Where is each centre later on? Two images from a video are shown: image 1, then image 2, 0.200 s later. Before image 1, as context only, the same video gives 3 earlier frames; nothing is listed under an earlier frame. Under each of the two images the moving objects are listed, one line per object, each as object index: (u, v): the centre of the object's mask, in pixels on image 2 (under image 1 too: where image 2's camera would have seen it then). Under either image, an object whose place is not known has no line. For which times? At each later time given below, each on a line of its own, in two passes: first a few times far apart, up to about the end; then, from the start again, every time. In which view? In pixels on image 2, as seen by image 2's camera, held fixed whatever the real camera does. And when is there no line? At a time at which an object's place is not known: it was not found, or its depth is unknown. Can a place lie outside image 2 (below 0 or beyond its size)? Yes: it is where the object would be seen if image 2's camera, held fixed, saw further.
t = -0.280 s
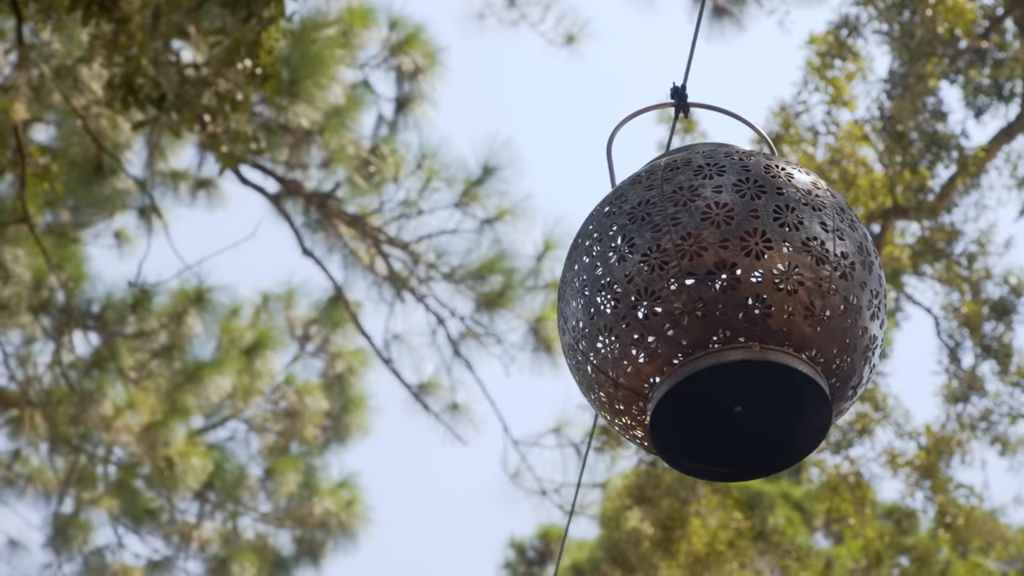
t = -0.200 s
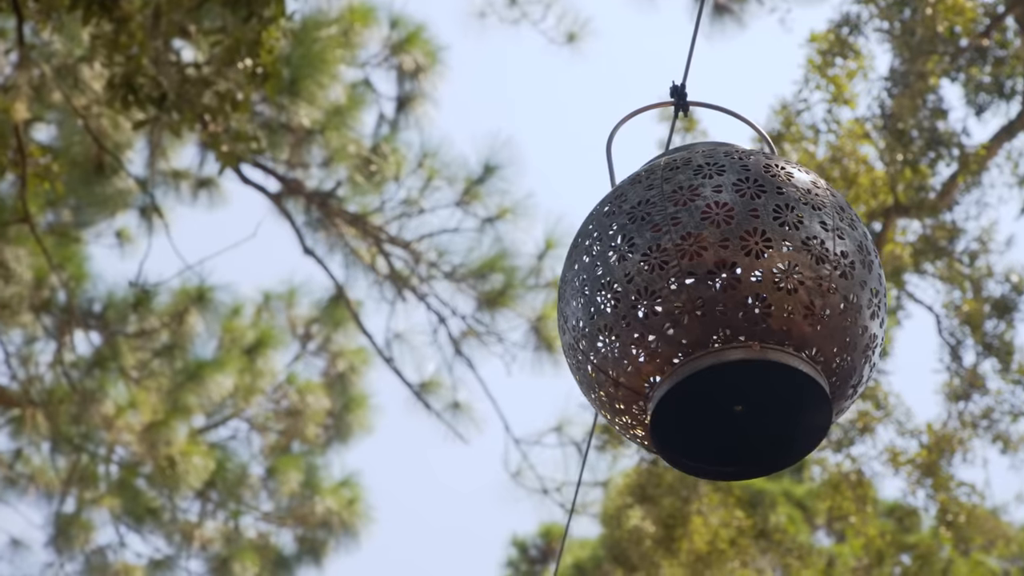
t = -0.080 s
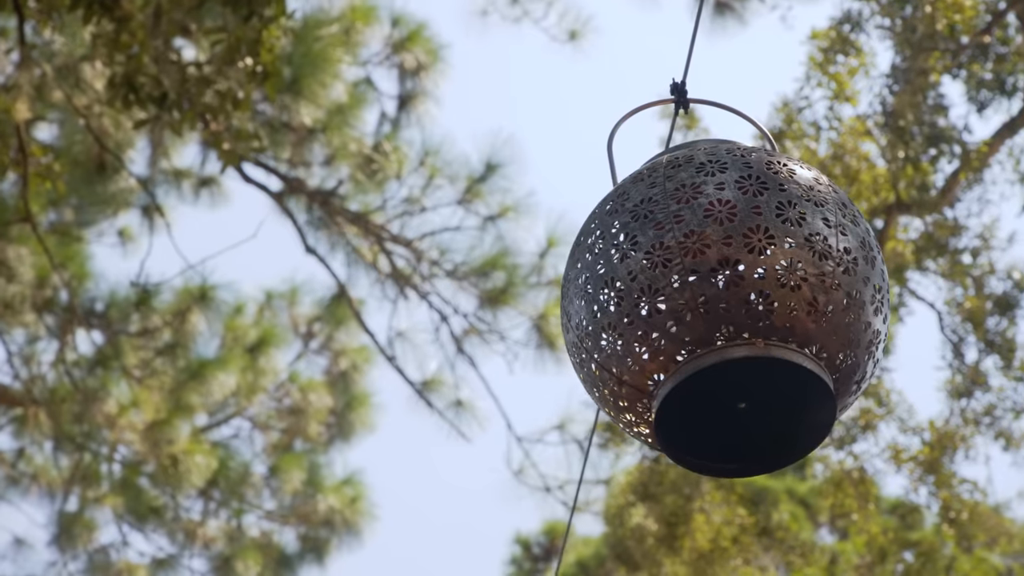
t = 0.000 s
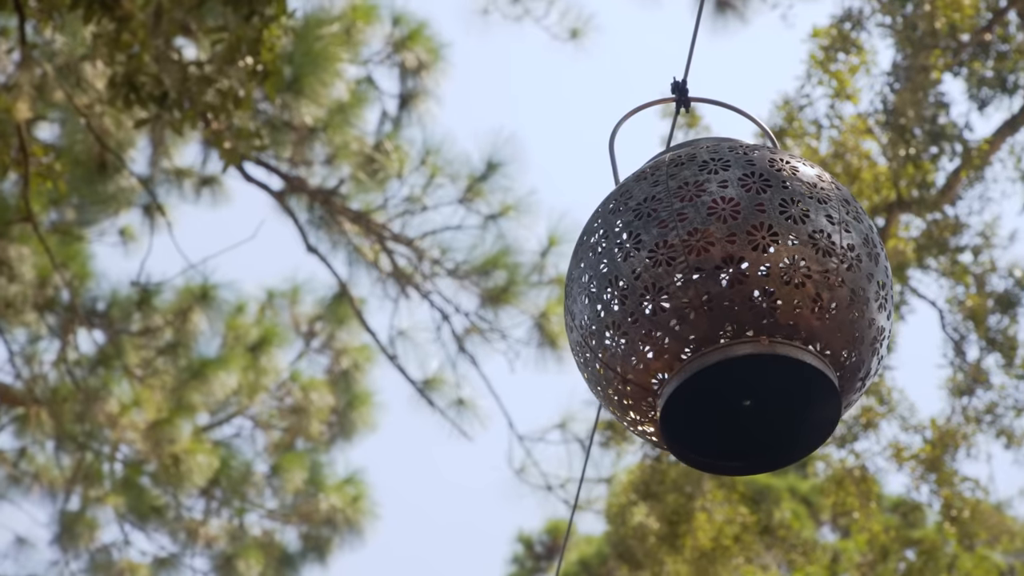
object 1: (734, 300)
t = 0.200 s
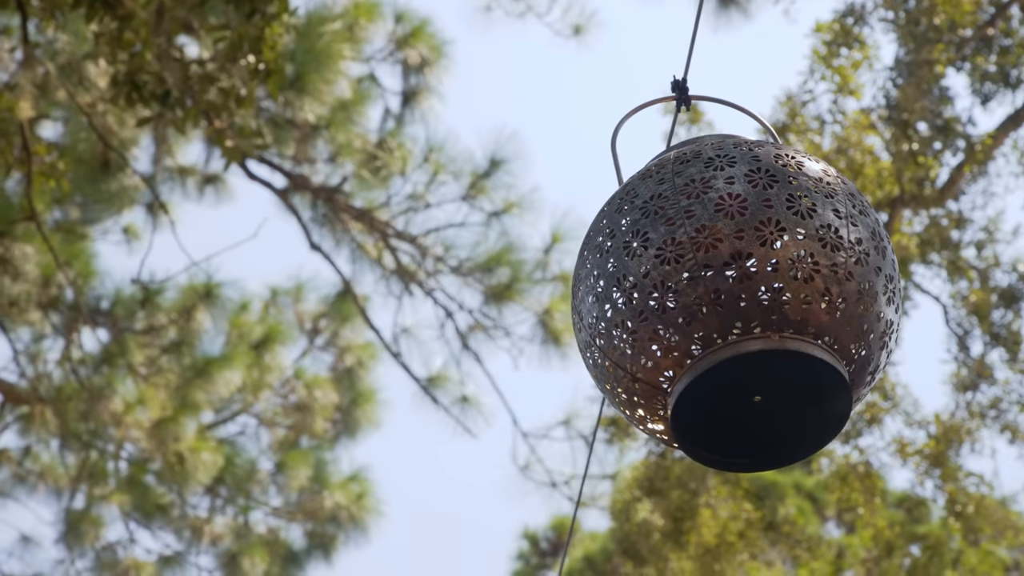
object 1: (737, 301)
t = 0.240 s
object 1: (736, 302)
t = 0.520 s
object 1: (713, 301)
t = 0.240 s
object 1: (736, 302)
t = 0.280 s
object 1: (734, 302)
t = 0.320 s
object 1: (732, 302)
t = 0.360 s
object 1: (729, 302)
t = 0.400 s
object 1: (725, 301)
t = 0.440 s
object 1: (721, 301)
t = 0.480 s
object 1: (717, 301)
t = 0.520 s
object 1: (713, 301)
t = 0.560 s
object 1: (708, 302)
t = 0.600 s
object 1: (704, 301)
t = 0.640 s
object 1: (700, 301)
